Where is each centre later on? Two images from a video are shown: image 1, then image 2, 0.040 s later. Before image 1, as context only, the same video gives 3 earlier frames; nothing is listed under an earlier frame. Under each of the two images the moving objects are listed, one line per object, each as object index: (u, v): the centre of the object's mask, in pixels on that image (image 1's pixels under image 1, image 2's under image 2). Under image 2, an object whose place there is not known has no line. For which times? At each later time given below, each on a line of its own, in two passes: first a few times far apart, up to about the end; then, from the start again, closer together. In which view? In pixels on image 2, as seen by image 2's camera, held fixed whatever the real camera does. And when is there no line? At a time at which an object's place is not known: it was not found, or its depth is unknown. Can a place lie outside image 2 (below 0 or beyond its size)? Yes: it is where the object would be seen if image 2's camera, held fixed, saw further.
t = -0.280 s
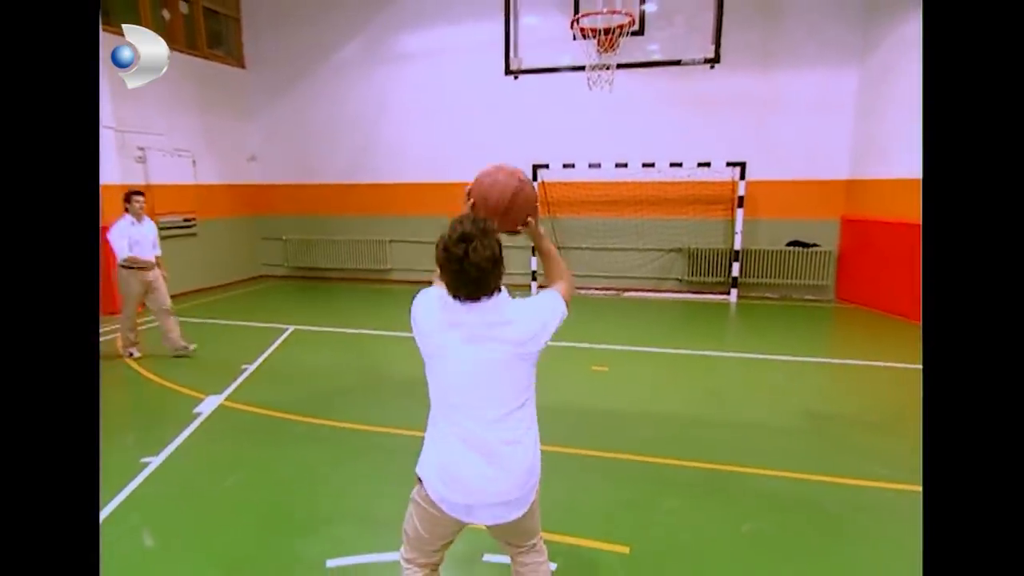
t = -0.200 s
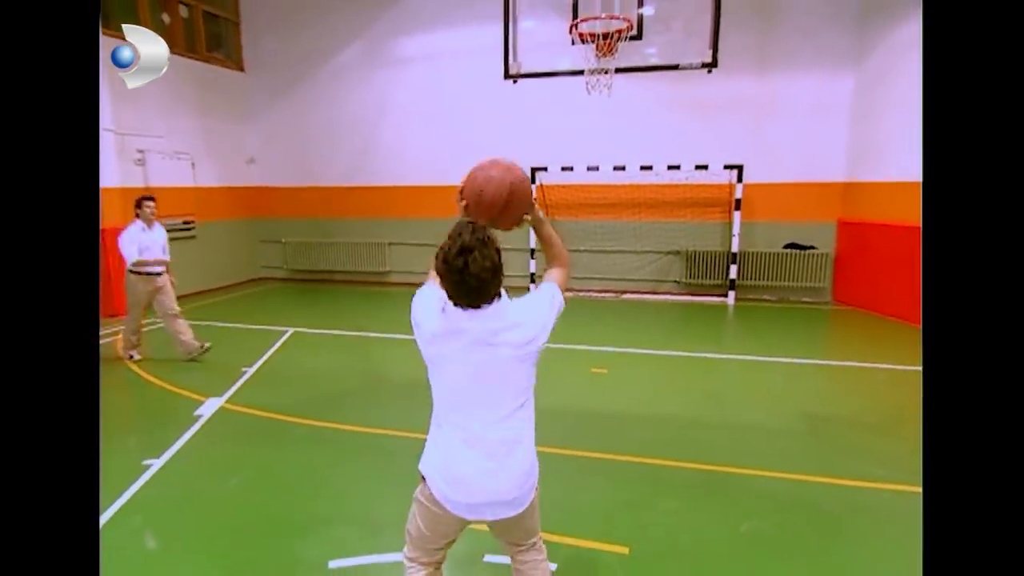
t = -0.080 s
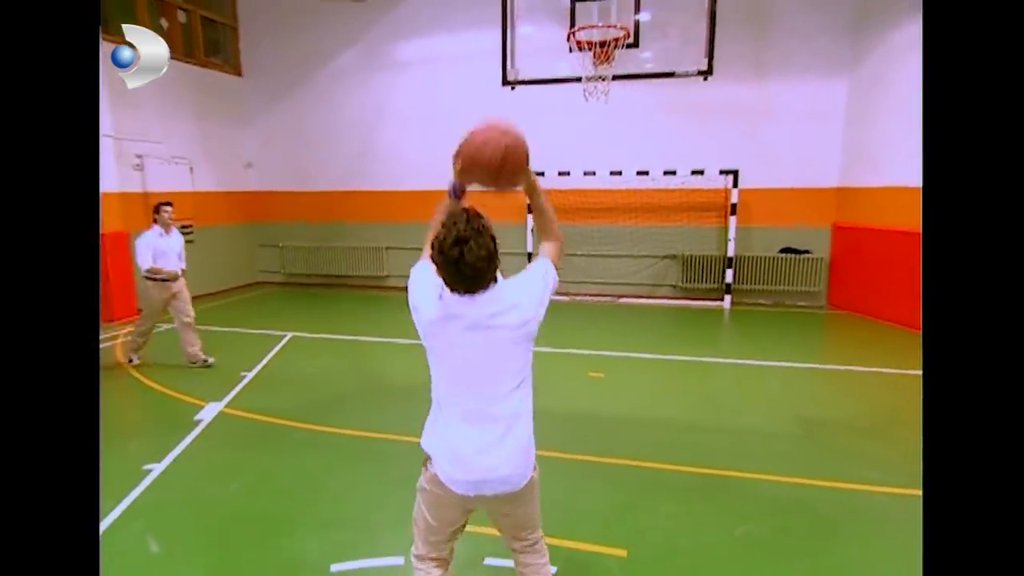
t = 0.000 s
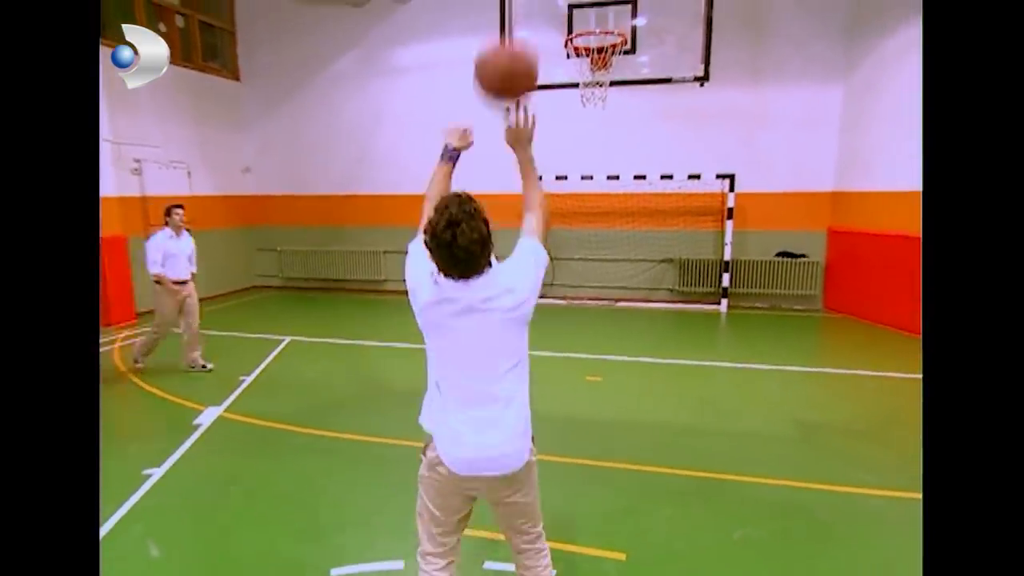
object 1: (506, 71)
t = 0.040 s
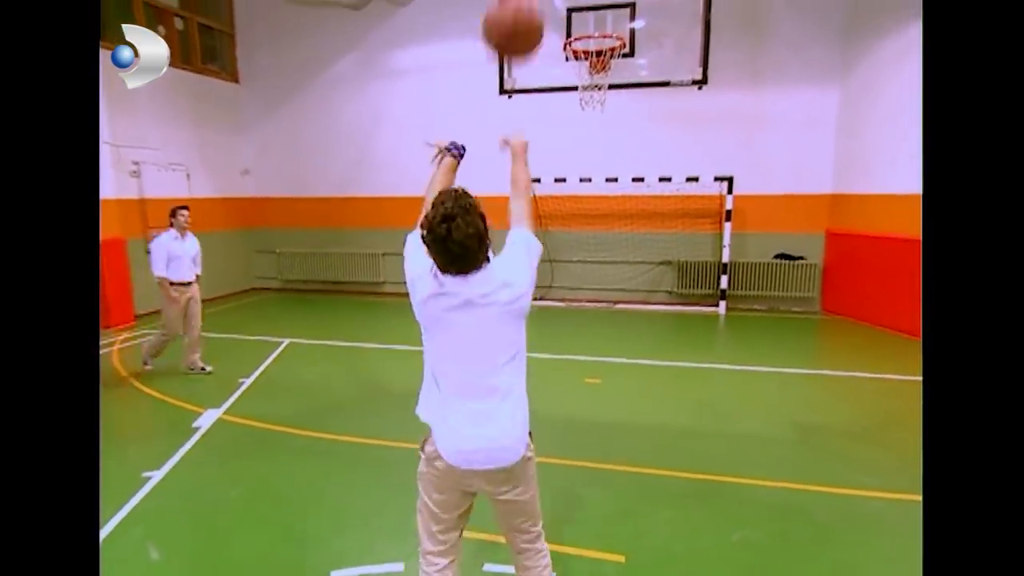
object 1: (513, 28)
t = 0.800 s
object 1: (586, 7)
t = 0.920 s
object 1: (595, 70)
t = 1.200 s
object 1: (608, 113)
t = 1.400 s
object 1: (620, 184)
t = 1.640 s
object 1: (629, 320)
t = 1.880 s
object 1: (640, 310)
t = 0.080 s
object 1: (521, 7)
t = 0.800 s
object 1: (586, 7)
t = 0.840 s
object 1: (588, 26)
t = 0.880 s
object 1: (588, 49)
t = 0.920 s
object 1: (595, 70)
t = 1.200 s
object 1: (608, 113)
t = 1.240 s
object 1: (611, 124)
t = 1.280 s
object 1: (613, 137)
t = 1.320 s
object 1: (616, 151)
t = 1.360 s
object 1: (617, 167)
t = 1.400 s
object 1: (620, 184)
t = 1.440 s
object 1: (622, 205)
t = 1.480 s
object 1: (623, 223)
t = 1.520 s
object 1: (625, 246)
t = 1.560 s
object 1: (626, 269)
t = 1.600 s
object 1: (629, 293)
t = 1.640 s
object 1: (629, 320)
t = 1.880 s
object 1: (640, 310)
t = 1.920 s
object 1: (643, 292)
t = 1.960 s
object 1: (646, 275)
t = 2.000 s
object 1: (647, 260)
